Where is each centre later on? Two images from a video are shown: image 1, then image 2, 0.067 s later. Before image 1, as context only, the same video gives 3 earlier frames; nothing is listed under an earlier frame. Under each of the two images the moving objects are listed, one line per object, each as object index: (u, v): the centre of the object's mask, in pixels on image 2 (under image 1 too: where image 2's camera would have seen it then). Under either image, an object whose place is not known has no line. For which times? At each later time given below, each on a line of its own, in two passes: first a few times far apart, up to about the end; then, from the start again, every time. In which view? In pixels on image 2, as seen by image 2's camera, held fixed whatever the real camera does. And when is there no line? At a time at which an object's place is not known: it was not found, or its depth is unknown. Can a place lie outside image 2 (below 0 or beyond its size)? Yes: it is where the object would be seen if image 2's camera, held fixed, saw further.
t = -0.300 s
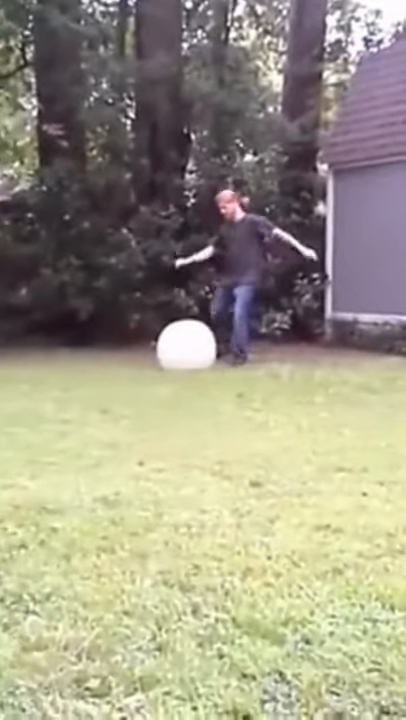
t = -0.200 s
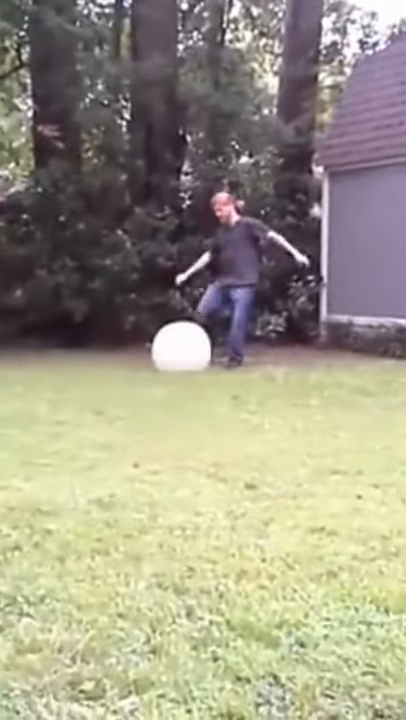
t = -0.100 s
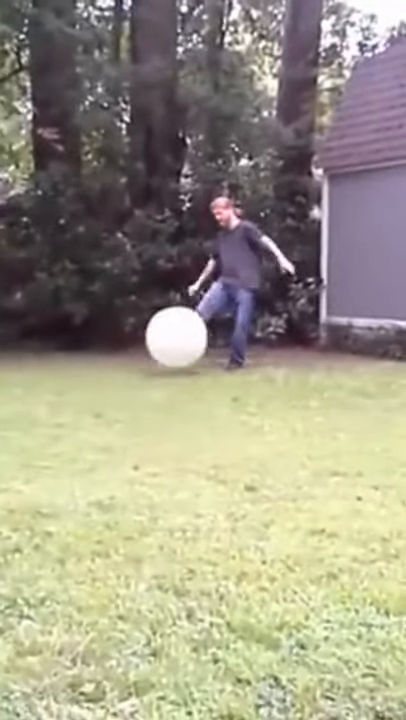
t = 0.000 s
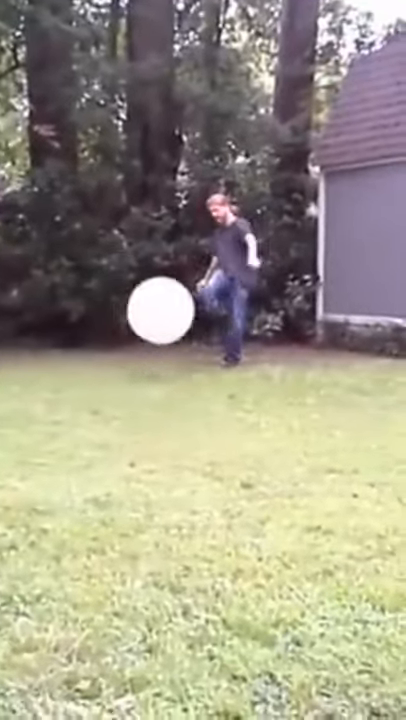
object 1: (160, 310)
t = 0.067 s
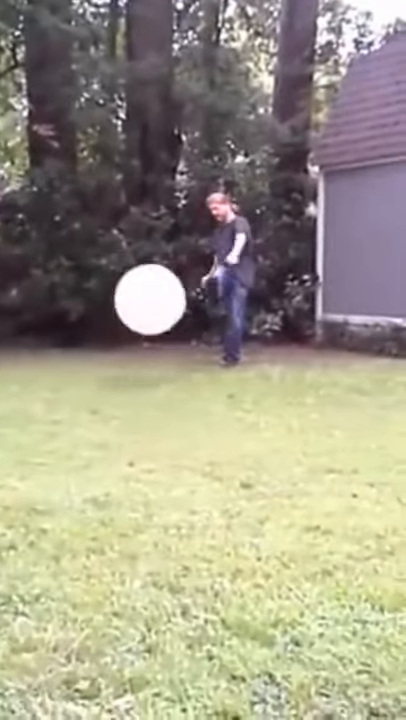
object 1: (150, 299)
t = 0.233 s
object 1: (117, 296)
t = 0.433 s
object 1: (56, 355)
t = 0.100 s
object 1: (144, 296)
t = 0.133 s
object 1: (138, 293)
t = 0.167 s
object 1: (132, 293)
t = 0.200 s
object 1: (125, 294)
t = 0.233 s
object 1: (117, 296)
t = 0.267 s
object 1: (109, 300)
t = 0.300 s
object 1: (100, 306)
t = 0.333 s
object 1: (91, 314)
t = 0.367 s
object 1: (79, 325)
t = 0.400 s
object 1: (68, 338)
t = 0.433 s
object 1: (56, 355)
